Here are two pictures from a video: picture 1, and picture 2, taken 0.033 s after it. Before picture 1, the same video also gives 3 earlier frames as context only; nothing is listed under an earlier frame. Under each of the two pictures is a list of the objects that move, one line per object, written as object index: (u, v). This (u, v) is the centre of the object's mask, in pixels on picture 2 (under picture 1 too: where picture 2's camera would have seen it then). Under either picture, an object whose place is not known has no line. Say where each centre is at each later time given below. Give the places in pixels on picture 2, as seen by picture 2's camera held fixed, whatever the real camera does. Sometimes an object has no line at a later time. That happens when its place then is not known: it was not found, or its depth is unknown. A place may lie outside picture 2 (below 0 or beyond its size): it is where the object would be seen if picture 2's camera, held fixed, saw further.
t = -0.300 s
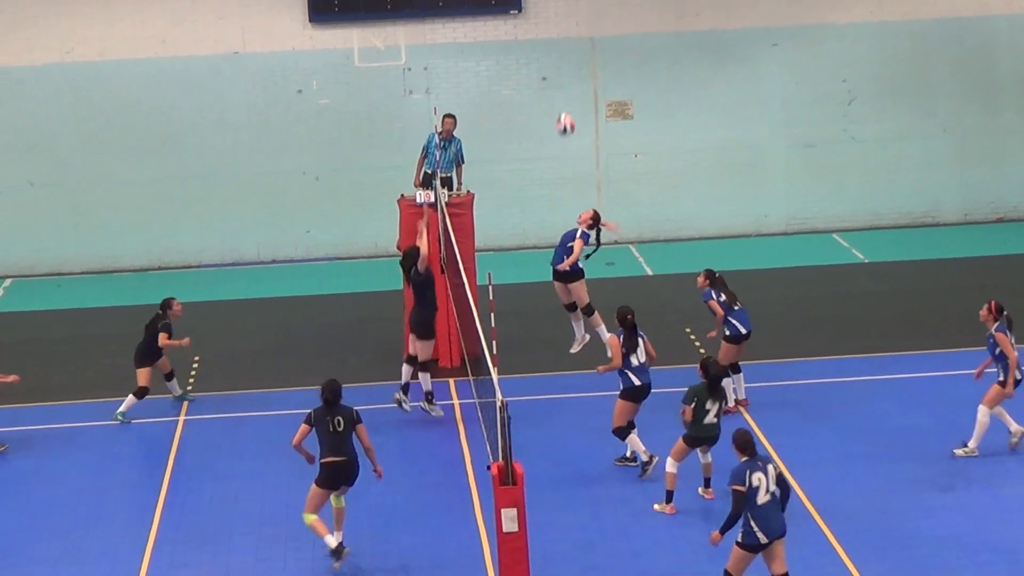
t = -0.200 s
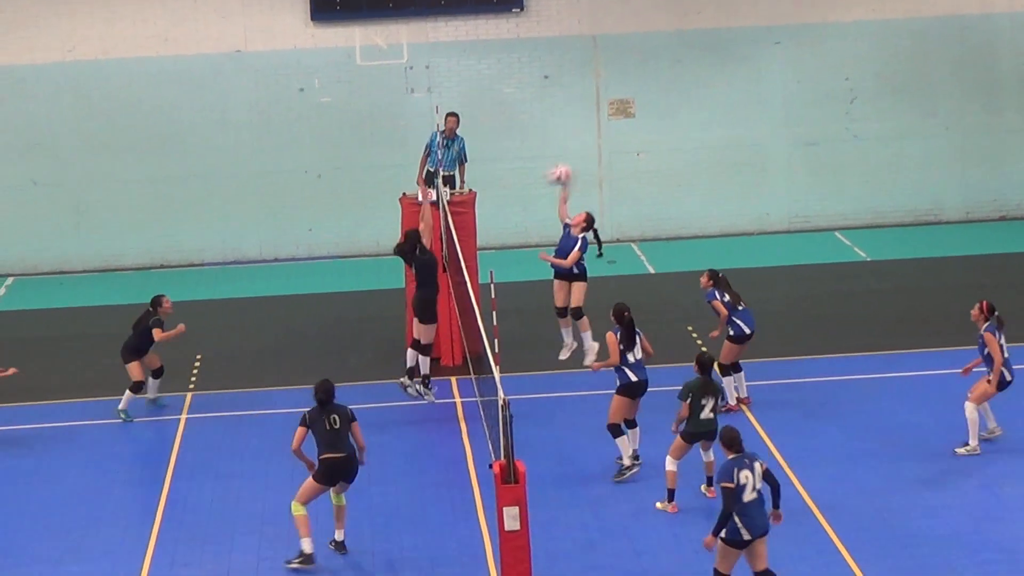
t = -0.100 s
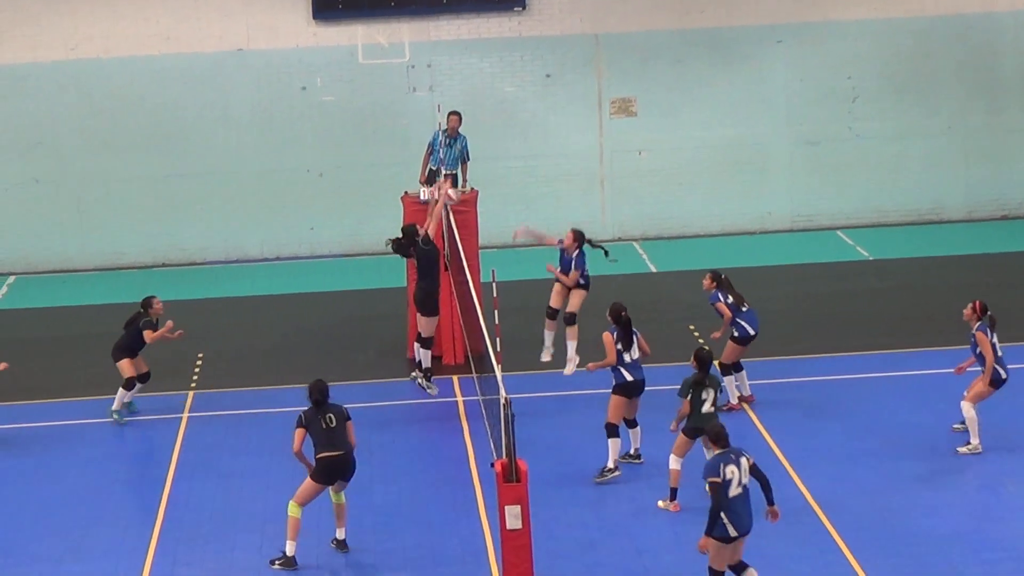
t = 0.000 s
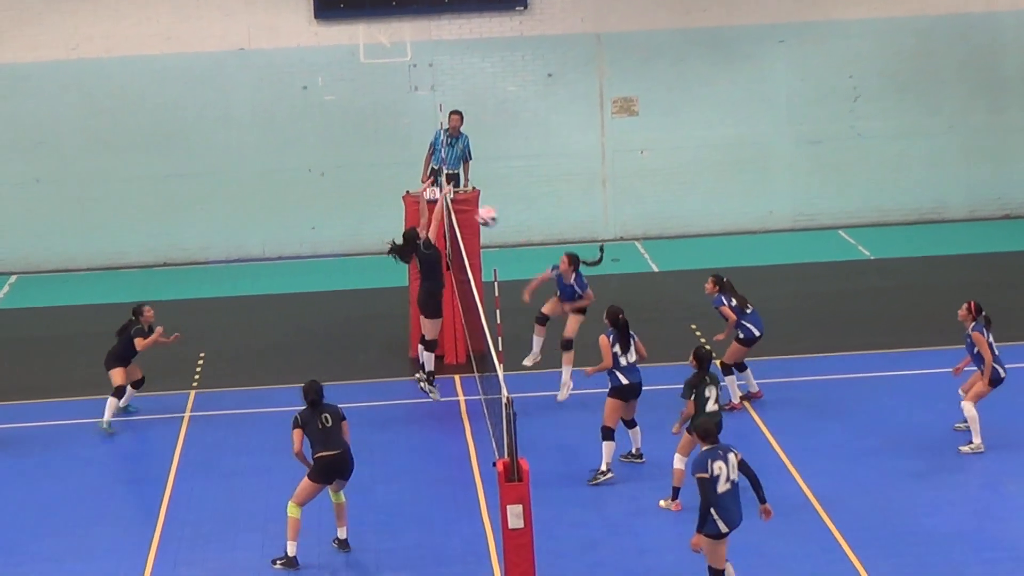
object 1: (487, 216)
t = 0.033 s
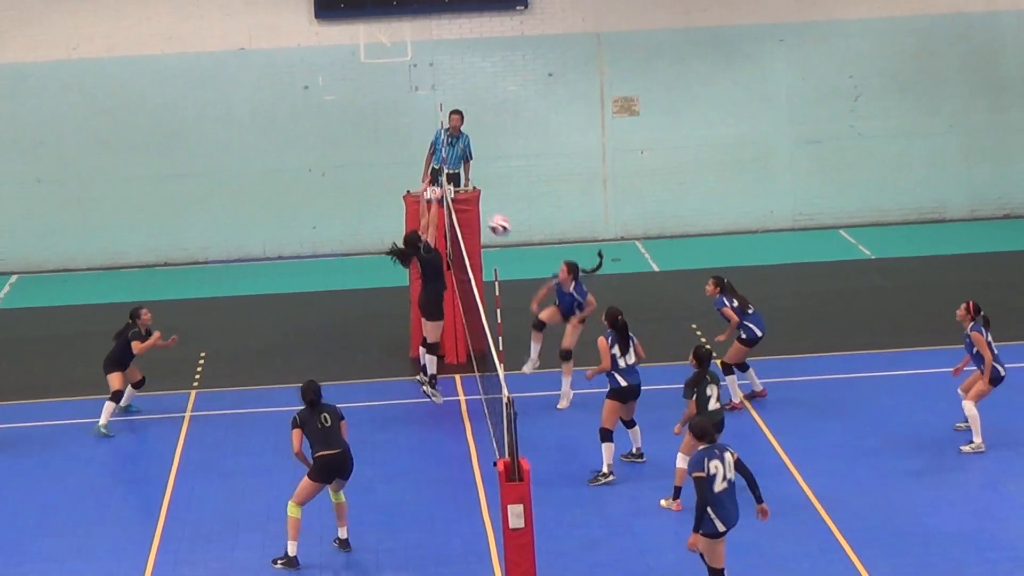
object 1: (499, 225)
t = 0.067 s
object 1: (512, 235)
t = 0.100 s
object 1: (524, 246)
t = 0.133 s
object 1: (536, 258)
